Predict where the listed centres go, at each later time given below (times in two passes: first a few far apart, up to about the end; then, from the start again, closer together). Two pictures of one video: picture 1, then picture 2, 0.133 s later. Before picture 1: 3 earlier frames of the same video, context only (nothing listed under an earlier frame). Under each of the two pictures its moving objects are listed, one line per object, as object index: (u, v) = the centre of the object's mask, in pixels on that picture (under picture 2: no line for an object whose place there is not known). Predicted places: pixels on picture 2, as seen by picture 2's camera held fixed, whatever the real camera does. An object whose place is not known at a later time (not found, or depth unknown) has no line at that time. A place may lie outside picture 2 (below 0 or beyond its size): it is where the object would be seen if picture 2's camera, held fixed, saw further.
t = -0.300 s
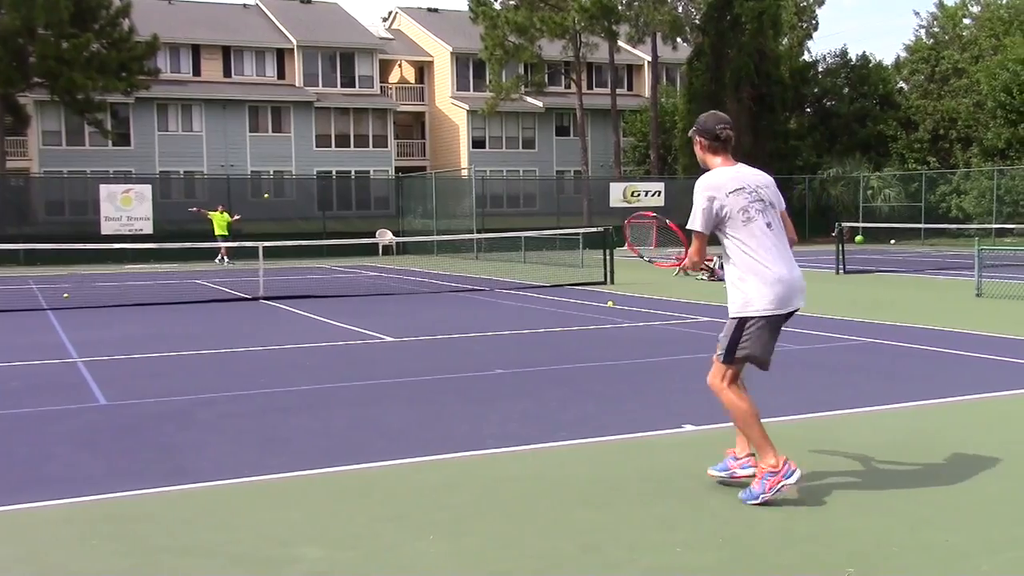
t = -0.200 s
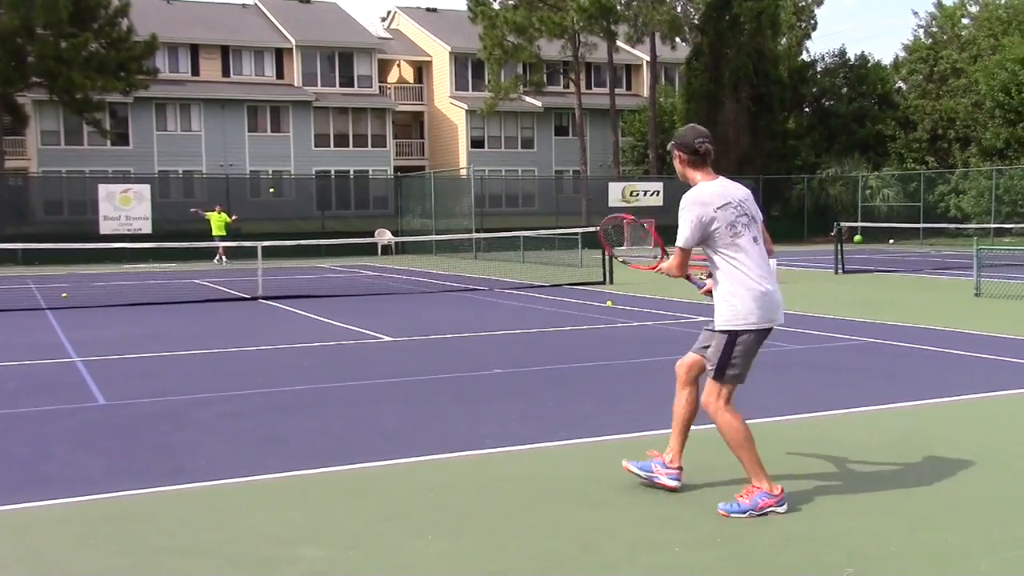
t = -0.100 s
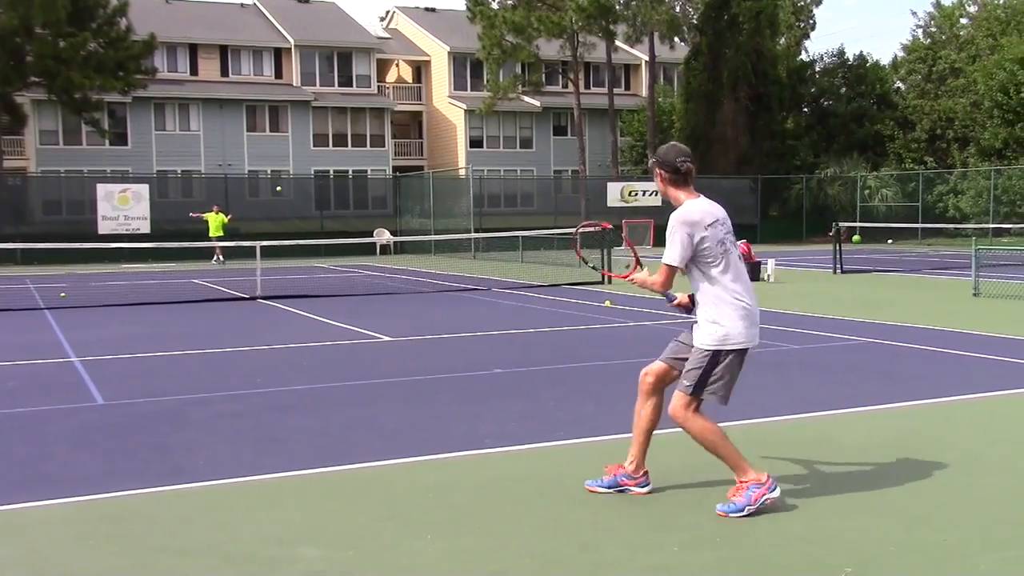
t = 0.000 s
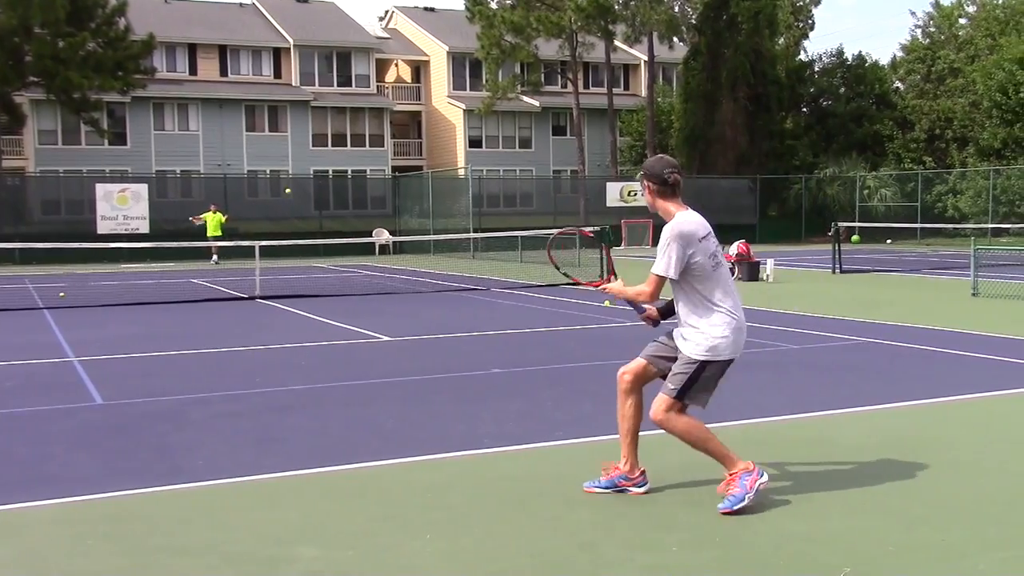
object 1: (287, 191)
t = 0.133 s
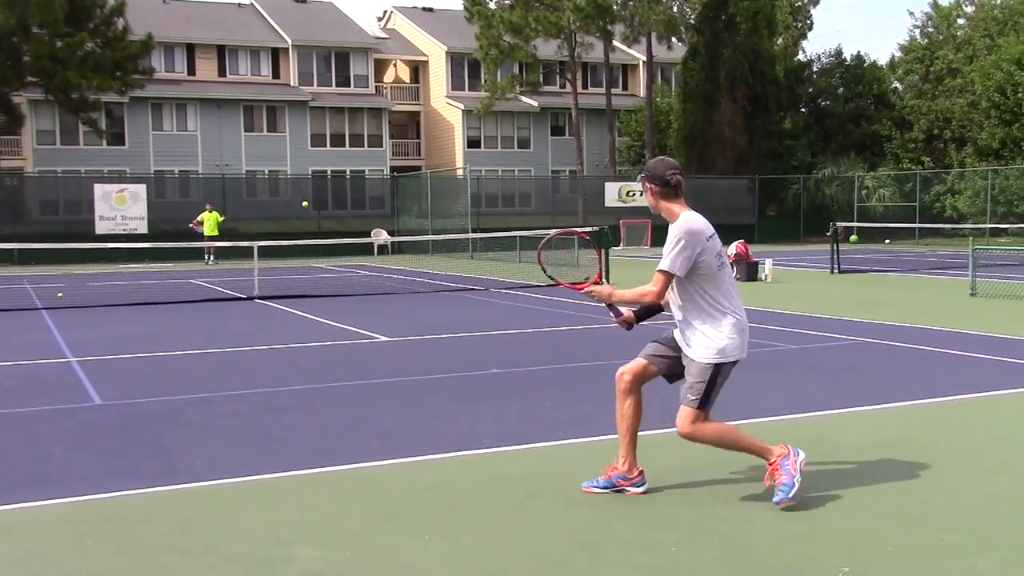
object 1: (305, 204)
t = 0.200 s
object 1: (316, 216)
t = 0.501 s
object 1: (402, 343)
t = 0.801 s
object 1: (525, 329)
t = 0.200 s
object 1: (316, 216)
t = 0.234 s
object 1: (323, 224)
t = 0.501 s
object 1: (402, 343)
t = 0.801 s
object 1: (525, 329)
